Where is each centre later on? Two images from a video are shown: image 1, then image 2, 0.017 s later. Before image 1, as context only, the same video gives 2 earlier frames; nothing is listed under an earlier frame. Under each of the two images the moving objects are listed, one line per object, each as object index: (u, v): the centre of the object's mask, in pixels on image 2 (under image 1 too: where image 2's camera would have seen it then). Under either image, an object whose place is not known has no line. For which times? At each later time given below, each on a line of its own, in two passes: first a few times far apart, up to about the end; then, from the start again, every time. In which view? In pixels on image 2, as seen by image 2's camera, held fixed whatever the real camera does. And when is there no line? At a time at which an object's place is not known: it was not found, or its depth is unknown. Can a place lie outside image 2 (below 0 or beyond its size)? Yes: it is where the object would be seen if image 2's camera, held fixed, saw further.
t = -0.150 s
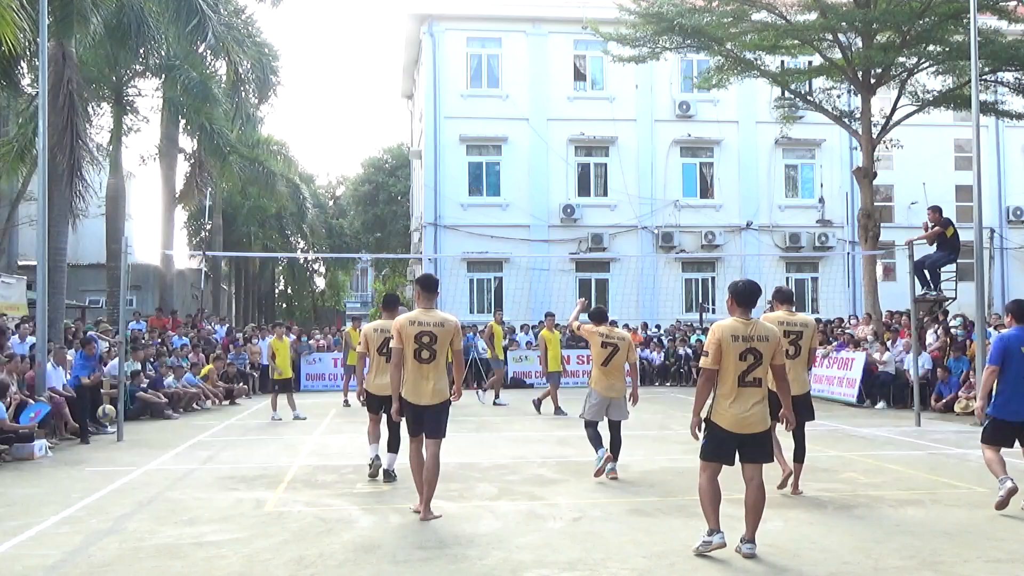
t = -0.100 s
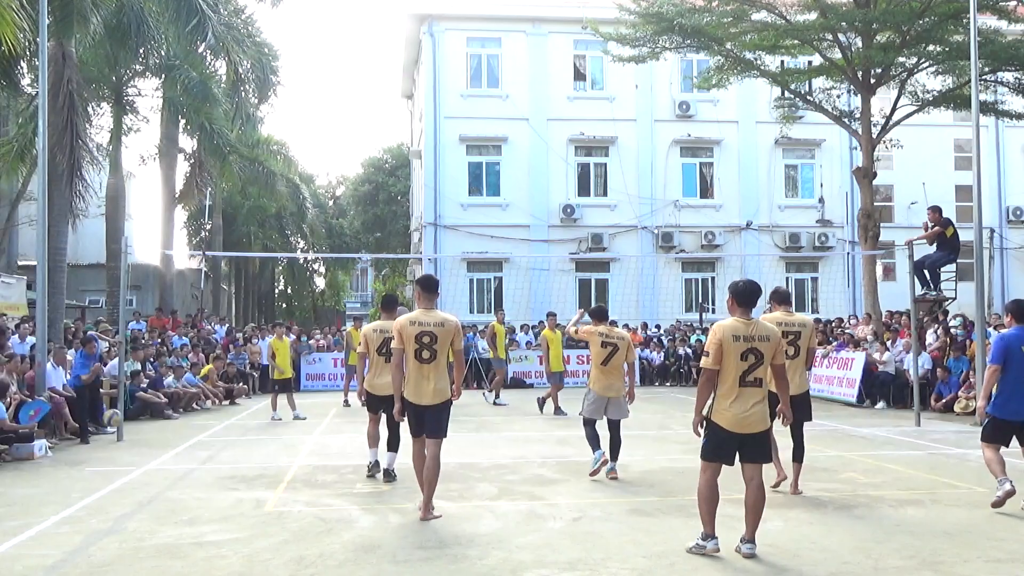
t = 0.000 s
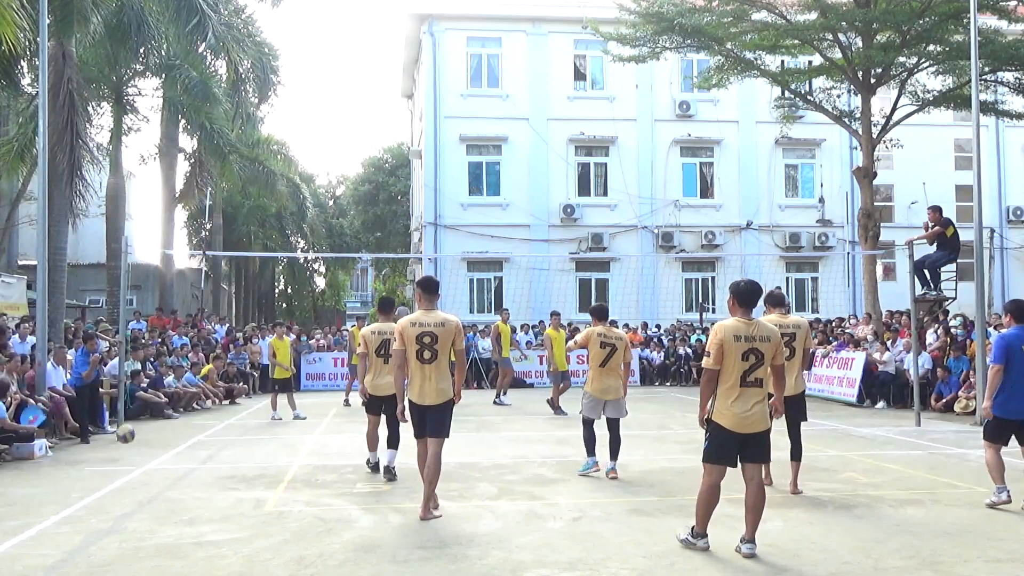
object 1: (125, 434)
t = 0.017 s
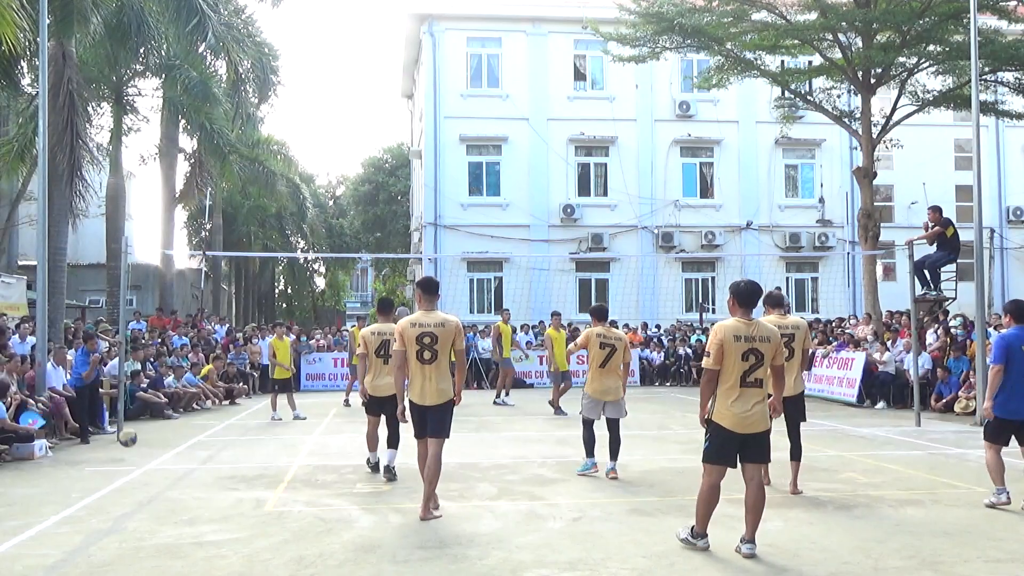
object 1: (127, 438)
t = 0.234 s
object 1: (153, 432)
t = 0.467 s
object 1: (180, 447)
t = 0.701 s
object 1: (210, 447)
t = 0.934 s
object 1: (244, 469)
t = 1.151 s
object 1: (279, 460)
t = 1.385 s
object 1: (321, 489)
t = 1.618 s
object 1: (366, 485)
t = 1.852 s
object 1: (417, 498)
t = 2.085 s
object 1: (477, 515)
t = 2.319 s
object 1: (544, 530)
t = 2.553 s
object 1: (621, 546)
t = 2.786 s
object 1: (711, 561)
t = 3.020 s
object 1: (815, 570)
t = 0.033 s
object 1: (129, 442)
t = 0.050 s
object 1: (132, 446)
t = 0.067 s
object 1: (134, 451)
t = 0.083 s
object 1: (136, 448)
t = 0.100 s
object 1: (138, 445)
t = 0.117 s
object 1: (139, 443)
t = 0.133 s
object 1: (141, 440)
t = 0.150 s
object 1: (143, 438)
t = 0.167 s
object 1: (145, 437)
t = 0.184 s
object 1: (147, 435)
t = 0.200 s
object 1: (149, 434)
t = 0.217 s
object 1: (151, 433)
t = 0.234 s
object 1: (153, 432)
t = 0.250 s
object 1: (154, 431)
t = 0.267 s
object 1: (156, 431)
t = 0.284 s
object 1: (158, 431)
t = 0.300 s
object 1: (160, 430)
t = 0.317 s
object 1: (162, 431)
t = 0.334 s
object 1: (164, 432)
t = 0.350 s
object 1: (166, 433)
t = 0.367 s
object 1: (168, 434)
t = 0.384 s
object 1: (170, 436)
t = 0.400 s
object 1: (172, 438)
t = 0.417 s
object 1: (173, 439)
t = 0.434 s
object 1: (176, 442)
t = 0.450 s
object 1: (177, 445)
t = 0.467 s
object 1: (180, 447)
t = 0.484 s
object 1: (182, 451)
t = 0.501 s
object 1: (184, 454)
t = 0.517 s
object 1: (186, 458)
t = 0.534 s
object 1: (188, 462)
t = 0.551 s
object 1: (190, 463)
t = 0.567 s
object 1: (193, 460)
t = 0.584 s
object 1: (195, 458)
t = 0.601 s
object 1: (197, 455)
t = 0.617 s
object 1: (199, 453)
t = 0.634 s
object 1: (201, 451)
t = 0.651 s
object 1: (204, 450)
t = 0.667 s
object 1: (206, 448)
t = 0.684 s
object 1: (208, 447)
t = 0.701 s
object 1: (210, 447)
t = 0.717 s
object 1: (213, 446)
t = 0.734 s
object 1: (215, 446)
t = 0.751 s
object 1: (217, 446)
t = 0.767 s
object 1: (220, 447)
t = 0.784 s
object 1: (223, 448)
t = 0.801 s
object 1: (225, 450)
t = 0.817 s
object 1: (227, 451)
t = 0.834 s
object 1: (229, 452)
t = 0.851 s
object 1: (232, 454)
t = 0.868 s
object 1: (234, 456)
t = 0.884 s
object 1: (237, 459)
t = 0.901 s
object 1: (239, 462)
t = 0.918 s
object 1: (242, 465)
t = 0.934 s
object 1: (244, 469)
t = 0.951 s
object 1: (247, 473)
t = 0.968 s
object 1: (250, 477)
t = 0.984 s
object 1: (252, 474)
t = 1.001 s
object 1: (255, 472)
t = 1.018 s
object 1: (257, 469)
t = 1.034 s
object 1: (260, 467)
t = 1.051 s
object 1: (263, 465)
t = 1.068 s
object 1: (265, 463)
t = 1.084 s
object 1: (268, 462)
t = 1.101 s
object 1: (270, 461)
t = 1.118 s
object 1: (273, 460)
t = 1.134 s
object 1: (276, 460)
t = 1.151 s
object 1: (279, 460)
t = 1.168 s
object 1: (282, 461)
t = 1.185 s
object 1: (285, 462)
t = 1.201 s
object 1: (288, 463)
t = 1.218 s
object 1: (291, 465)
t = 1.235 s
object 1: (293, 466)
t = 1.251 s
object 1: (296, 468)
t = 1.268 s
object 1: (299, 470)
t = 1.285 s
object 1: (302, 473)
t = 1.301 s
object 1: (305, 476)
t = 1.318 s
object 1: (308, 479)
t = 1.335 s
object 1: (310, 483)
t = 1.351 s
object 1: (314, 487)
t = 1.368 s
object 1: (317, 492)
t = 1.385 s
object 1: (321, 489)
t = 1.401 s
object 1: (324, 486)
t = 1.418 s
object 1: (327, 484)
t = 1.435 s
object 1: (330, 484)
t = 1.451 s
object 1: (333, 481)
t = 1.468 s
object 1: (336, 480)
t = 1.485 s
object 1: (339, 479)
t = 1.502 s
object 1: (343, 479)
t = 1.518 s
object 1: (345, 479)
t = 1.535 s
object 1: (348, 478)
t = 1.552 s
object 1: (352, 478)
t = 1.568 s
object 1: (356, 479)
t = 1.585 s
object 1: (359, 481)
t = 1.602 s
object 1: (362, 482)
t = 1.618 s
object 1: (366, 485)
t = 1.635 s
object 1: (369, 488)
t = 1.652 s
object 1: (373, 491)
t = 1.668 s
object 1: (376, 494)
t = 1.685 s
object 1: (379, 498)
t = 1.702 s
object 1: (383, 501)
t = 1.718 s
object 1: (387, 506)
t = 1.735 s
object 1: (390, 504)
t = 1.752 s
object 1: (394, 502)
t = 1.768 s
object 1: (398, 500)
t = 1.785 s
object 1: (402, 499)
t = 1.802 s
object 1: (405, 498)
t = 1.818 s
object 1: (409, 498)
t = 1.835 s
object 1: (413, 497)
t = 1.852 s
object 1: (417, 498)
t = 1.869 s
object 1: (422, 499)
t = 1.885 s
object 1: (426, 501)
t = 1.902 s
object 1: (429, 502)
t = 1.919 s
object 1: (433, 504)
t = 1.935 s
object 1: (437, 505)
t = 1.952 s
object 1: (442, 509)
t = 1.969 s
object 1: (445, 511)
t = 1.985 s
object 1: (450, 514)
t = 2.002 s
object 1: (454, 518)
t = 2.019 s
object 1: (459, 519)
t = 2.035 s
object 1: (463, 518)
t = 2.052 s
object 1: (468, 517)
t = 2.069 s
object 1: (472, 515)
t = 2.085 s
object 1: (477, 515)
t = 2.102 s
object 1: (481, 515)
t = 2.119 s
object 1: (485, 514)
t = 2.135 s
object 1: (490, 516)
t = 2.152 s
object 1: (495, 516)
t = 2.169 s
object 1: (499, 518)
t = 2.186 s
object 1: (503, 520)
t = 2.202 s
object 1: (508, 523)
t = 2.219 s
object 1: (513, 526)
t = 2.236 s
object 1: (518, 529)
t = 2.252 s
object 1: (523, 533)
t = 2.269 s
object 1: (528, 532)
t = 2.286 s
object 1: (533, 531)
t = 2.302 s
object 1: (538, 530)
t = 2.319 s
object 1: (544, 530)
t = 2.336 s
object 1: (549, 531)
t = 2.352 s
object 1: (554, 530)
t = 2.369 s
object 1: (559, 532)
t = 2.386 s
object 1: (564, 532)
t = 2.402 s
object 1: (569, 534)
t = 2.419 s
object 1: (575, 536)
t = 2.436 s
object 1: (580, 540)
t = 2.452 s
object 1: (585, 543)
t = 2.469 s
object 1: (591, 546)
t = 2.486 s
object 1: (597, 545)
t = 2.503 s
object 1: (603, 544)
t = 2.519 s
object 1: (609, 544)
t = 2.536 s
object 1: (615, 545)
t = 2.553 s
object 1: (621, 546)
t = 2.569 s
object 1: (627, 548)
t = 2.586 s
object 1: (633, 549)
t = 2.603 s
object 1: (639, 552)
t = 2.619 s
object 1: (644, 555)
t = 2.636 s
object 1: (651, 555)
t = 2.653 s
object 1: (658, 555)
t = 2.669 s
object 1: (664, 555)
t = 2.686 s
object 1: (670, 555)
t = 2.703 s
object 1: (677, 557)
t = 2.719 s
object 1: (684, 559)
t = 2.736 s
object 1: (691, 561)
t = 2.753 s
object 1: (698, 561)
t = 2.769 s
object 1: (704, 561)
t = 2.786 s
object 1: (711, 561)
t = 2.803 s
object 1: (718, 562)
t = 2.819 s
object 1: (725, 562)
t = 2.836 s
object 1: (732, 563)
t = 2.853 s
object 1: (739, 565)
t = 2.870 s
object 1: (747, 565)
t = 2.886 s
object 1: (754, 565)
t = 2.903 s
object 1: (762, 566)
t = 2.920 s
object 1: (769, 566)
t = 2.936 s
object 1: (776, 566)
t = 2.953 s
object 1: (785, 567)
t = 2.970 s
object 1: (793, 570)
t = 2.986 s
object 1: (799, 569)
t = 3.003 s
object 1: (808, 570)
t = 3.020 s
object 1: (815, 570)
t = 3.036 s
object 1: (823, 570)
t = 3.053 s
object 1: (825, 567)
